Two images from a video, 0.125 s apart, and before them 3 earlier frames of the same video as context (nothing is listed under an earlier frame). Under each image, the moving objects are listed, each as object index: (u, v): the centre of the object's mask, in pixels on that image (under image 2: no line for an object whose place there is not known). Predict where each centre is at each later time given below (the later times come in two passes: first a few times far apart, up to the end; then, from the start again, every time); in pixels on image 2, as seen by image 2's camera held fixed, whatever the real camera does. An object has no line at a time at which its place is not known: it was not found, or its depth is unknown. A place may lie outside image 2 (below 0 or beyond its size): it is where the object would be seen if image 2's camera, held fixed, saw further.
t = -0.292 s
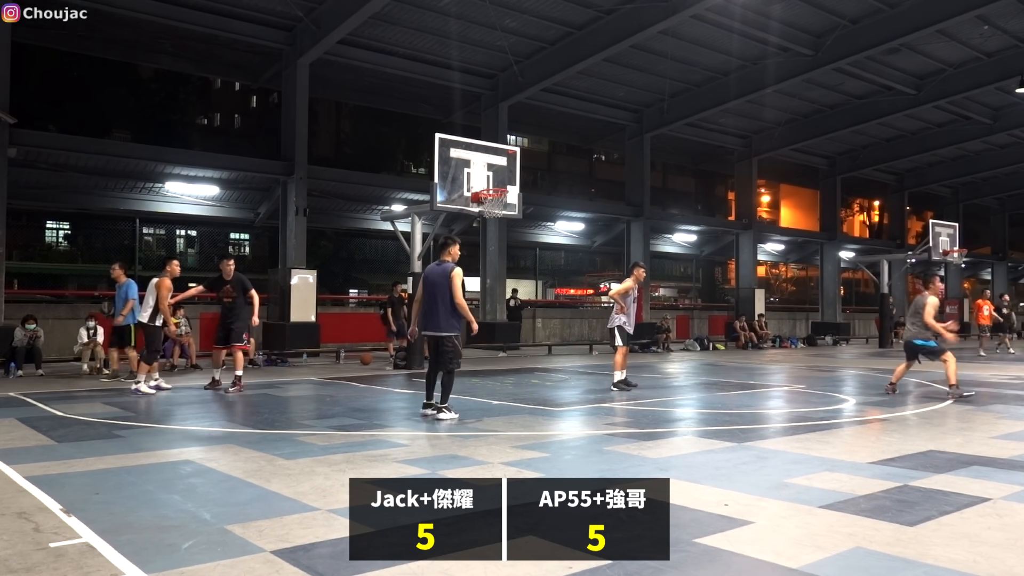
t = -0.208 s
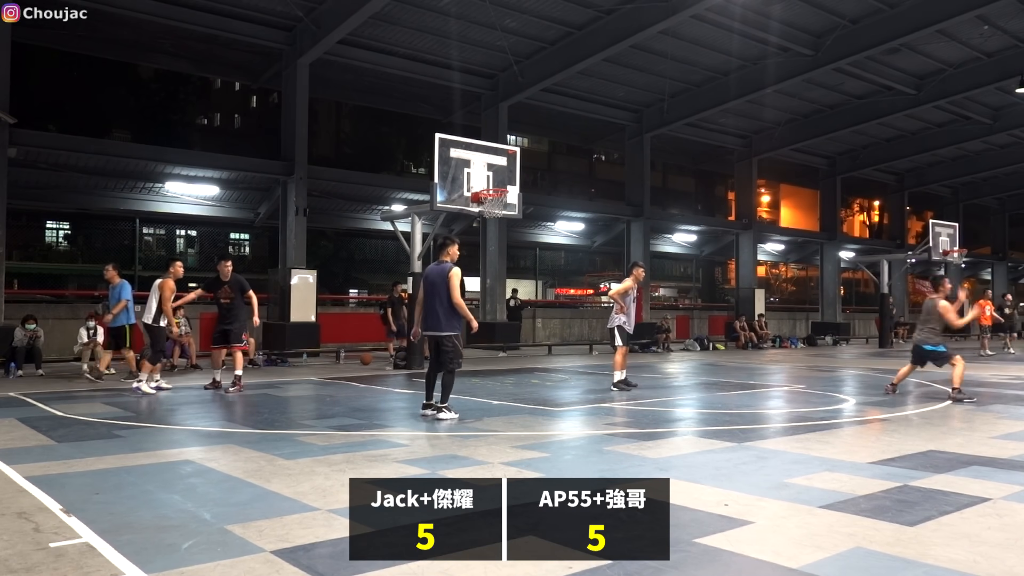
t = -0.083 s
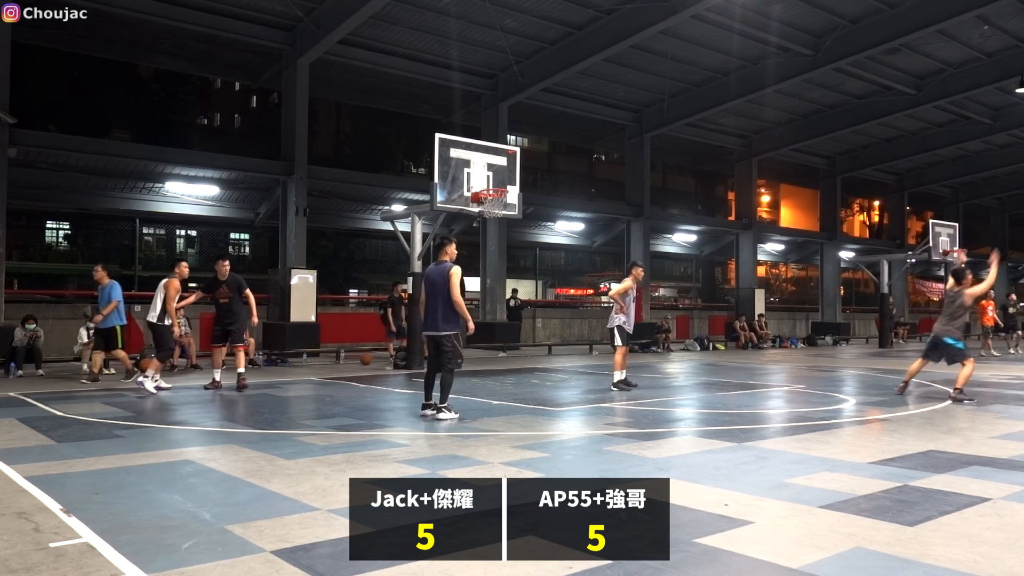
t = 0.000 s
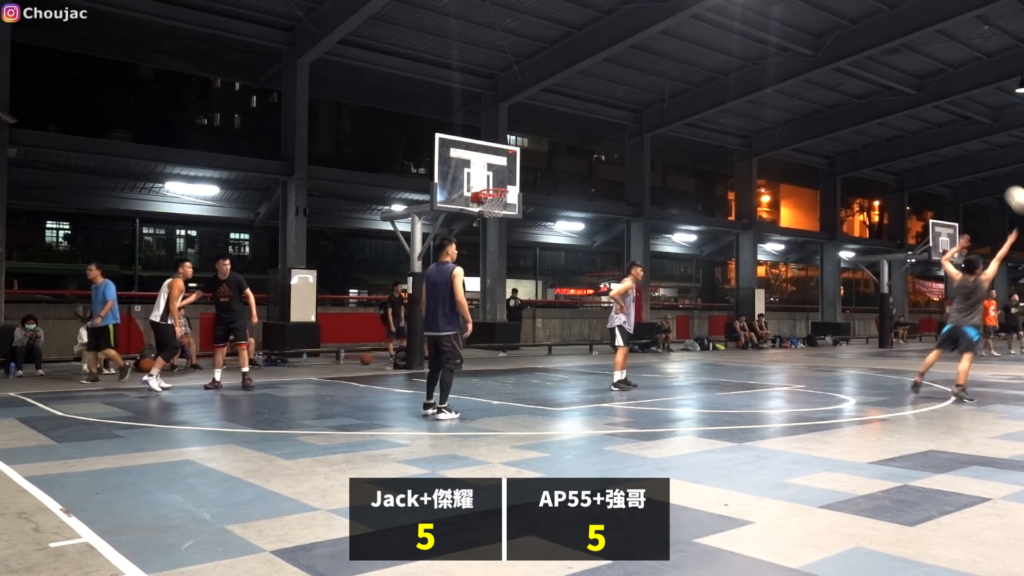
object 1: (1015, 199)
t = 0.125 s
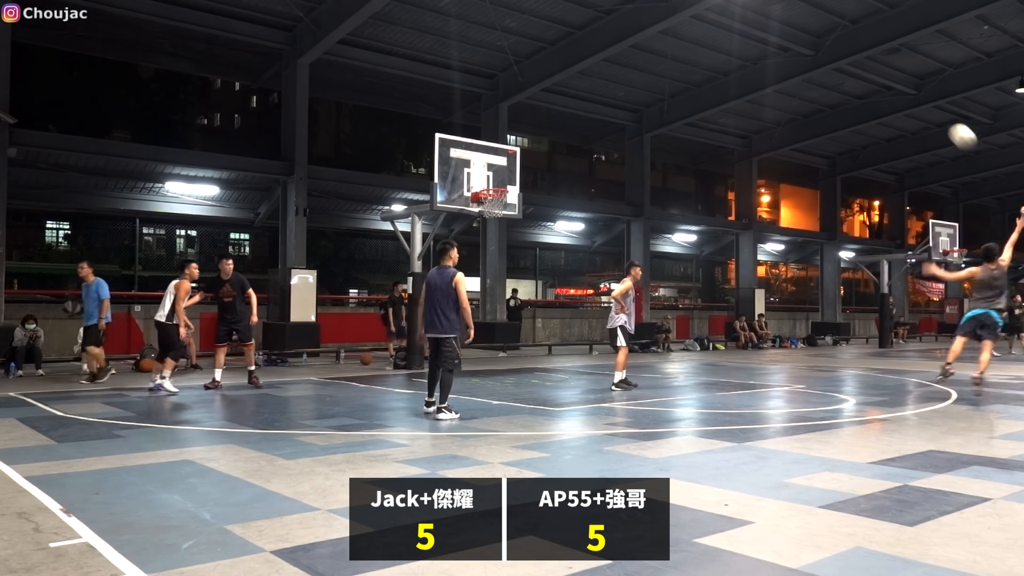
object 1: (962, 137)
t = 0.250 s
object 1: (909, 89)
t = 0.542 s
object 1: (797, 31)
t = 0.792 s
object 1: (713, 31)
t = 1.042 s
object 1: (637, 69)
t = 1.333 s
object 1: (557, 157)
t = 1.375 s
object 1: (546, 173)
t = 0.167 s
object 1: (944, 119)
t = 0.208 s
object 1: (926, 103)
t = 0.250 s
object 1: (909, 89)
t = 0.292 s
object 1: (892, 77)
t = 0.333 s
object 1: (875, 65)
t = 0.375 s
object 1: (859, 56)
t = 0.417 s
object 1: (843, 48)
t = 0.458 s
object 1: (827, 41)
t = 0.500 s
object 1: (811, 35)
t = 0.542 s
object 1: (797, 31)
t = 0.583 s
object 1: (782, 28)
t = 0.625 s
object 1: (768, 26)
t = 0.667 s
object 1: (753, 25)
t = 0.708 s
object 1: (740, 26)
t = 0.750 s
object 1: (726, 28)
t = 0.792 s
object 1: (713, 31)
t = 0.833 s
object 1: (700, 35)
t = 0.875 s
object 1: (687, 40)
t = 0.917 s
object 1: (674, 46)
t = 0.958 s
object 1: (662, 53)
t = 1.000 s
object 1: (649, 60)
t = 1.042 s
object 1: (637, 69)
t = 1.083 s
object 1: (625, 79)
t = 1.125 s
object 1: (613, 90)
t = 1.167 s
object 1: (602, 101)
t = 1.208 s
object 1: (590, 114)
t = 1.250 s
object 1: (579, 128)
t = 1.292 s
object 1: (568, 142)
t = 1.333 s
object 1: (557, 157)
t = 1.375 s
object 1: (546, 173)
